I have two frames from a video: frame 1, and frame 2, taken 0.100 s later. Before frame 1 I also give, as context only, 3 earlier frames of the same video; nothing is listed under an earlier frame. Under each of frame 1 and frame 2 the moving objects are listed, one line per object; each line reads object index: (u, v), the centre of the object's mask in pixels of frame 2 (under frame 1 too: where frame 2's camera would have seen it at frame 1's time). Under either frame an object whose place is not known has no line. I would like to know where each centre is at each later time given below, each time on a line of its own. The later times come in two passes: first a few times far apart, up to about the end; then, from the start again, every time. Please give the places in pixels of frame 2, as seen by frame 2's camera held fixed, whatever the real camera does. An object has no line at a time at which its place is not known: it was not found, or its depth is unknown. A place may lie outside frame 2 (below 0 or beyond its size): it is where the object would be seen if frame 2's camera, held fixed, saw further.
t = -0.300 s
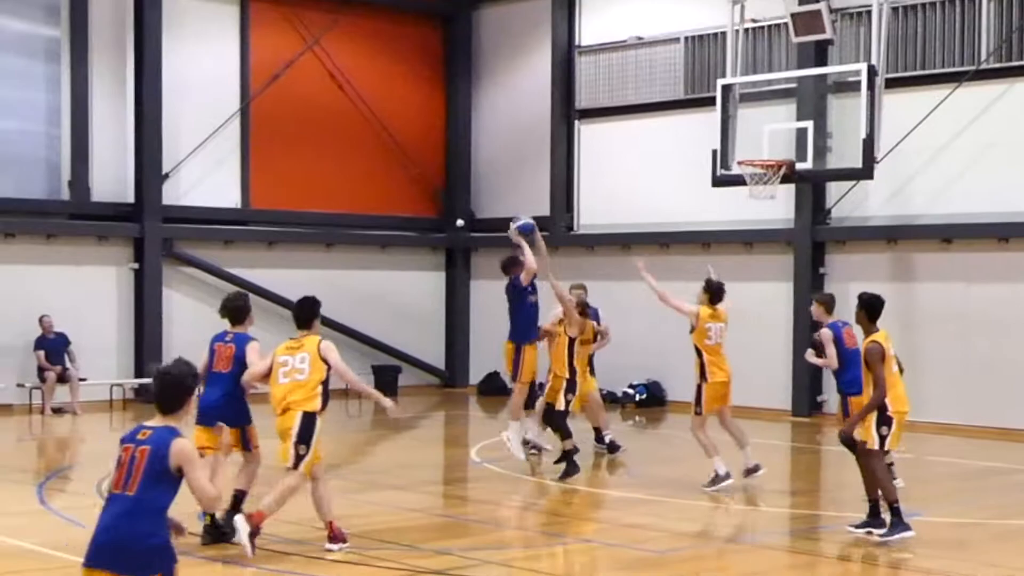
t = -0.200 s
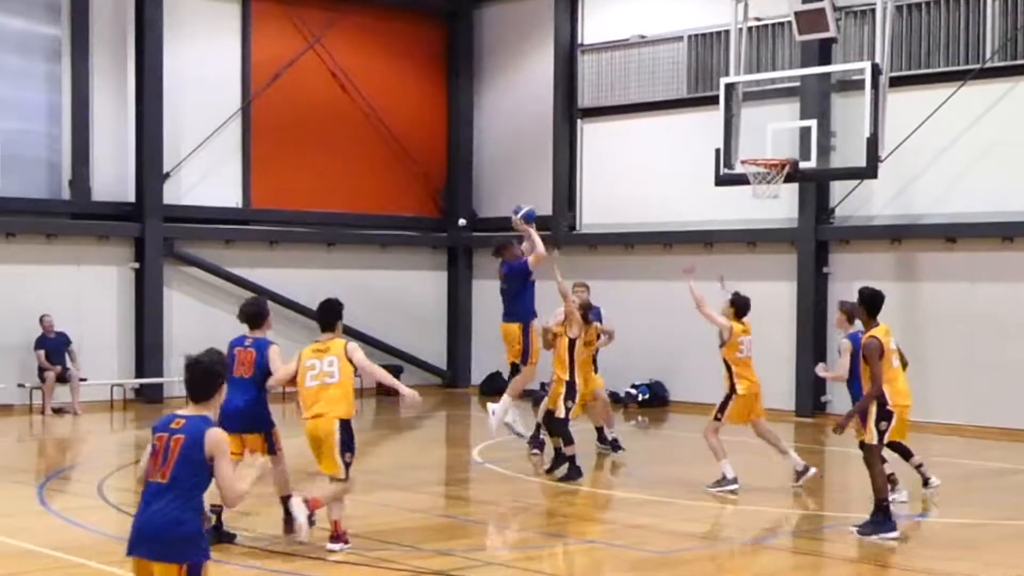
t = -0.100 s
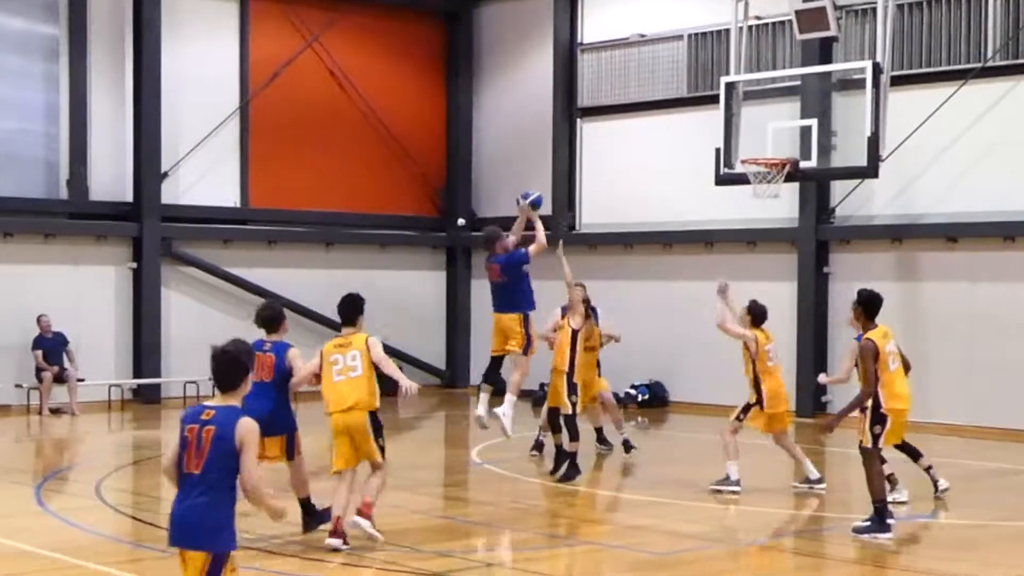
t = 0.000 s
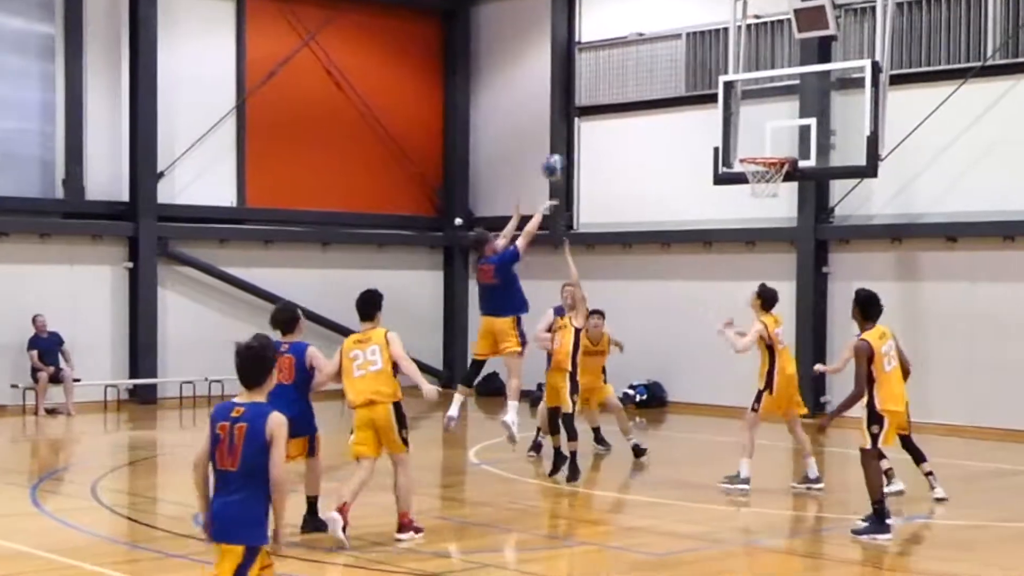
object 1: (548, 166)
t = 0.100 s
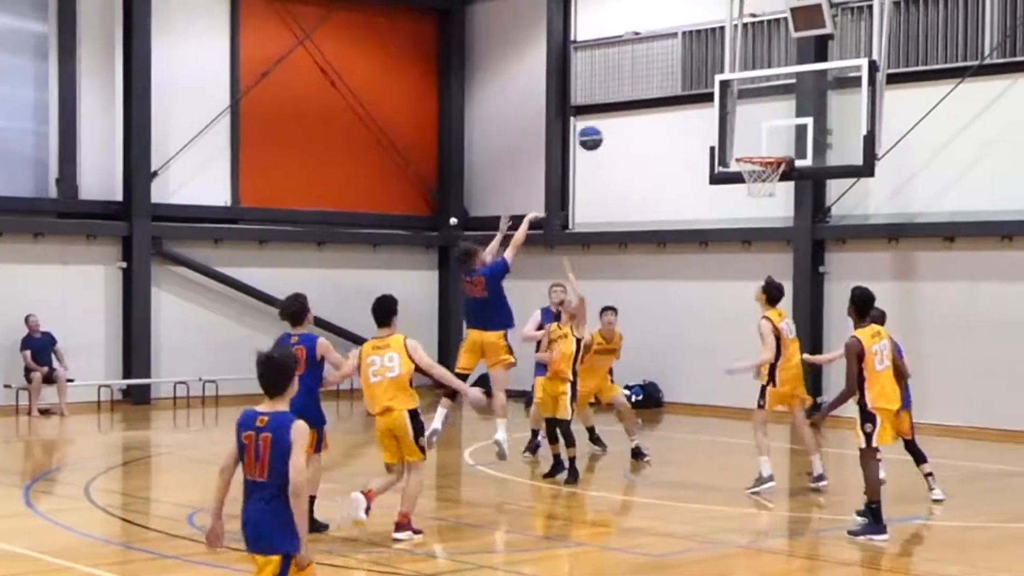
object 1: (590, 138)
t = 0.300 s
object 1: (668, 112)
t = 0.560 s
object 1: (764, 140)
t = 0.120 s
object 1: (598, 134)
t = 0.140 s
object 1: (606, 130)
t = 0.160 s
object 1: (614, 126)
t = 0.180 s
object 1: (622, 122)
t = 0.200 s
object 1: (629, 120)
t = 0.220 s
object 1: (636, 117)
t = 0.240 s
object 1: (644, 115)
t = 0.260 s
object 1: (652, 114)
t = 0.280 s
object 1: (660, 112)
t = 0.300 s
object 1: (668, 112)
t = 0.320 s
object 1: (675, 111)
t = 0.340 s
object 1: (683, 111)
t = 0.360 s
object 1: (690, 112)
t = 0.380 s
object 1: (698, 113)
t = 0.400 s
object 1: (705, 114)
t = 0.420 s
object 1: (713, 117)
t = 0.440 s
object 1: (720, 118)
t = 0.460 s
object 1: (728, 120)
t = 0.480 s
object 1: (734, 124)
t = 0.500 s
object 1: (743, 127)
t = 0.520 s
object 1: (750, 131)
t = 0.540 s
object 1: (757, 135)
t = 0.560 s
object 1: (764, 140)
